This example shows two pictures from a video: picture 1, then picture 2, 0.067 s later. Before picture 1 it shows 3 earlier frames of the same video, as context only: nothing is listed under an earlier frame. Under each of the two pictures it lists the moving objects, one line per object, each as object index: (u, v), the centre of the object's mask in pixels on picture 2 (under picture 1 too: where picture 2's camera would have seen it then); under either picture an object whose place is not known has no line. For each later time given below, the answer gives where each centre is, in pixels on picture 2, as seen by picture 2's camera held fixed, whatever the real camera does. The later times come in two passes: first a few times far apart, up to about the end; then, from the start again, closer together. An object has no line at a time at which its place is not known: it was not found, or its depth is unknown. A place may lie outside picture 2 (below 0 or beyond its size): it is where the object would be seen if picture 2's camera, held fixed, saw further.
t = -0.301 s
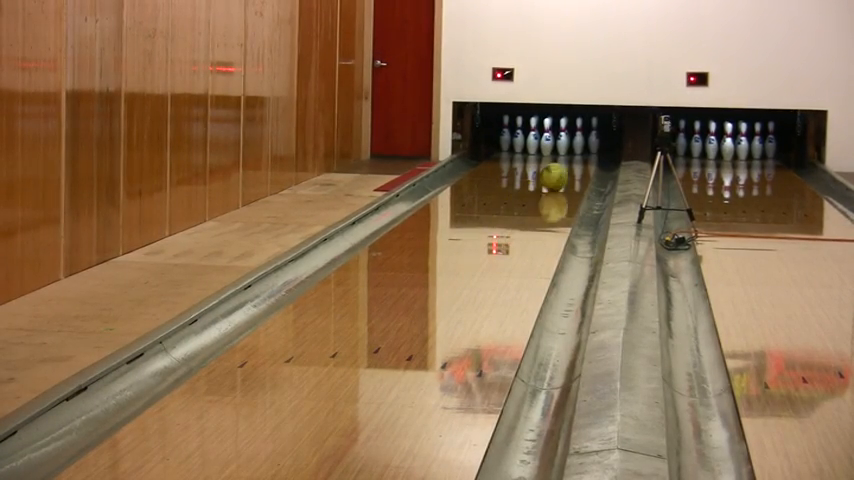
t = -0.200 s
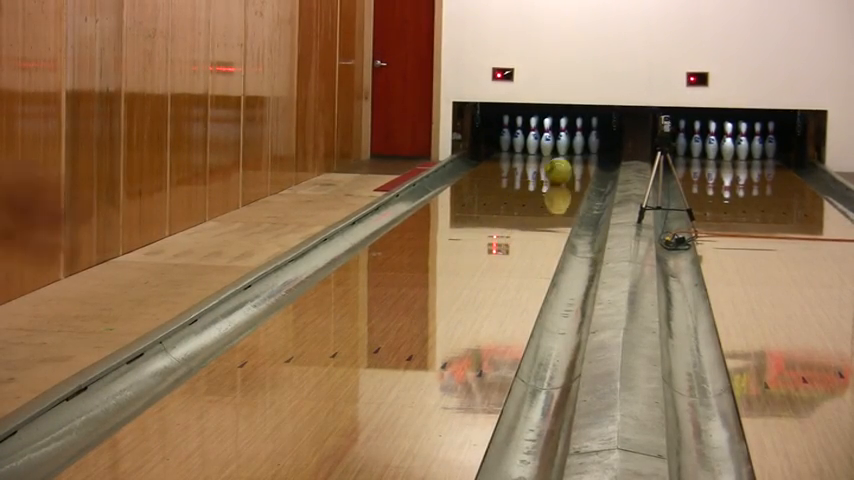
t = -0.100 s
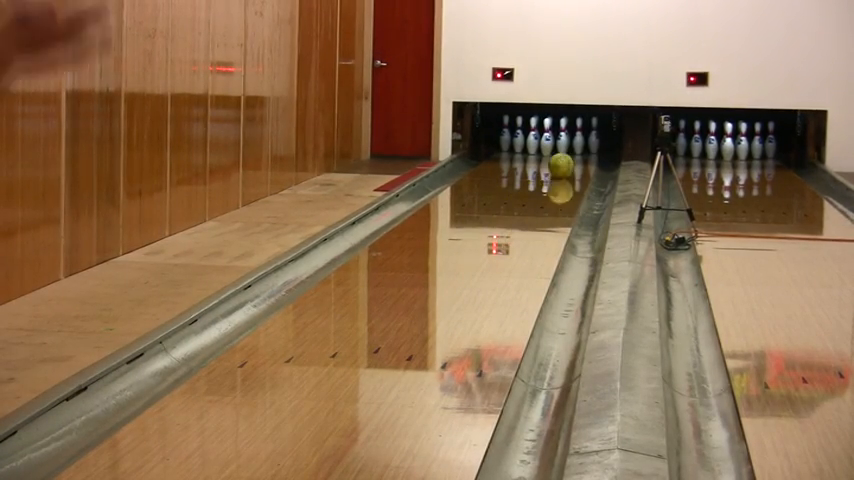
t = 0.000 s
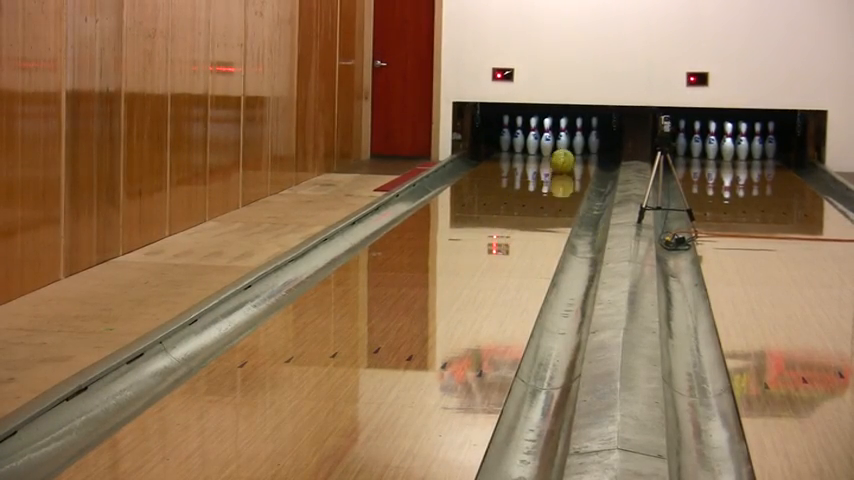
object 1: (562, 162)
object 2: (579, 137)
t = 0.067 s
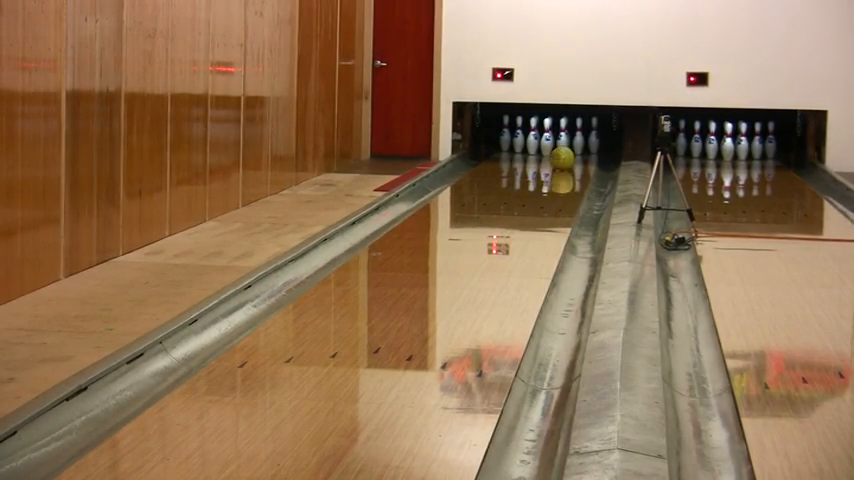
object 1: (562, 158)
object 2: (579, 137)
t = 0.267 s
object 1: (560, 151)
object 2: (579, 138)
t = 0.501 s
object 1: (562, 143)
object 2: (584, 137)
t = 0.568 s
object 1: (565, 143)
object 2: (592, 136)
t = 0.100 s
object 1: (563, 157)
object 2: (579, 137)
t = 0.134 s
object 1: (562, 155)
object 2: (579, 137)
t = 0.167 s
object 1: (562, 154)
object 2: (579, 137)
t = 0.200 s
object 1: (561, 153)
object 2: (579, 137)
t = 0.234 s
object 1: (561, 151)
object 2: (579, 137)
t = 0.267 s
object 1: (560, 151)
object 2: (579, 138)
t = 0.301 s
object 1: (559, 149)
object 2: (579, 138)
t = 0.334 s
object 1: (558, 147)
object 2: (578, 138)
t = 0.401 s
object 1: (558, 145)
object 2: (578, 137)
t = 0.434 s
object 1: (559, 145)
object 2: (578, 137)
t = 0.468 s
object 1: (561, 144)
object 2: (580, 137)
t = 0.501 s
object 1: (562, 143)
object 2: (584, 137)
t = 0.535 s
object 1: (563, 143)
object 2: (588, 137)
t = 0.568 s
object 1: (565, 143)
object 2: (592, 136)
